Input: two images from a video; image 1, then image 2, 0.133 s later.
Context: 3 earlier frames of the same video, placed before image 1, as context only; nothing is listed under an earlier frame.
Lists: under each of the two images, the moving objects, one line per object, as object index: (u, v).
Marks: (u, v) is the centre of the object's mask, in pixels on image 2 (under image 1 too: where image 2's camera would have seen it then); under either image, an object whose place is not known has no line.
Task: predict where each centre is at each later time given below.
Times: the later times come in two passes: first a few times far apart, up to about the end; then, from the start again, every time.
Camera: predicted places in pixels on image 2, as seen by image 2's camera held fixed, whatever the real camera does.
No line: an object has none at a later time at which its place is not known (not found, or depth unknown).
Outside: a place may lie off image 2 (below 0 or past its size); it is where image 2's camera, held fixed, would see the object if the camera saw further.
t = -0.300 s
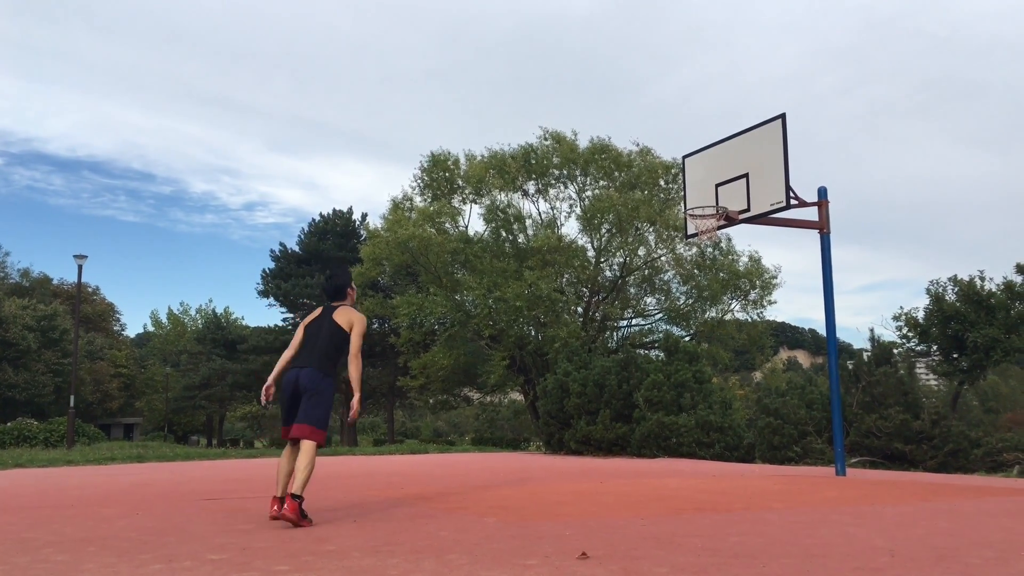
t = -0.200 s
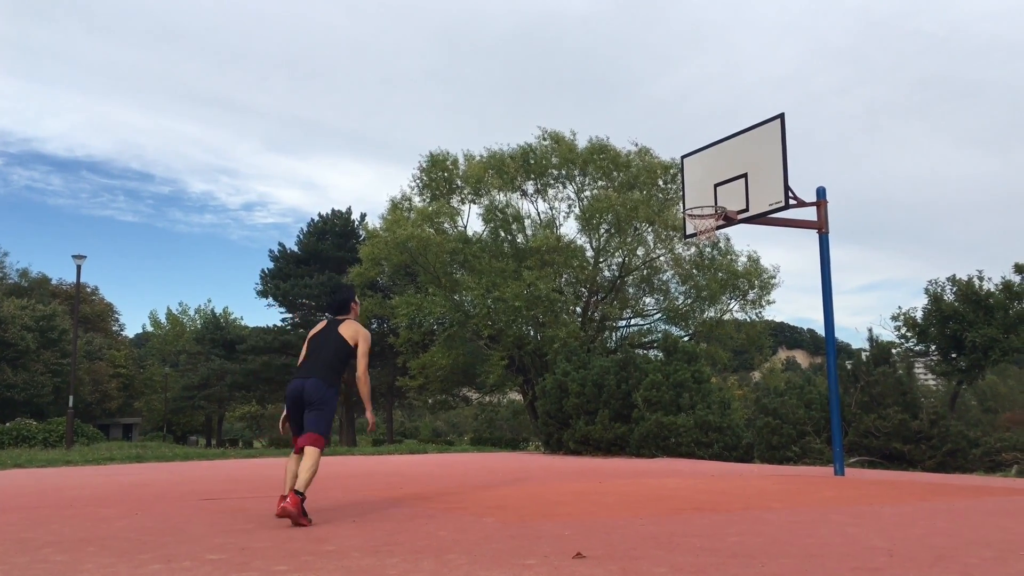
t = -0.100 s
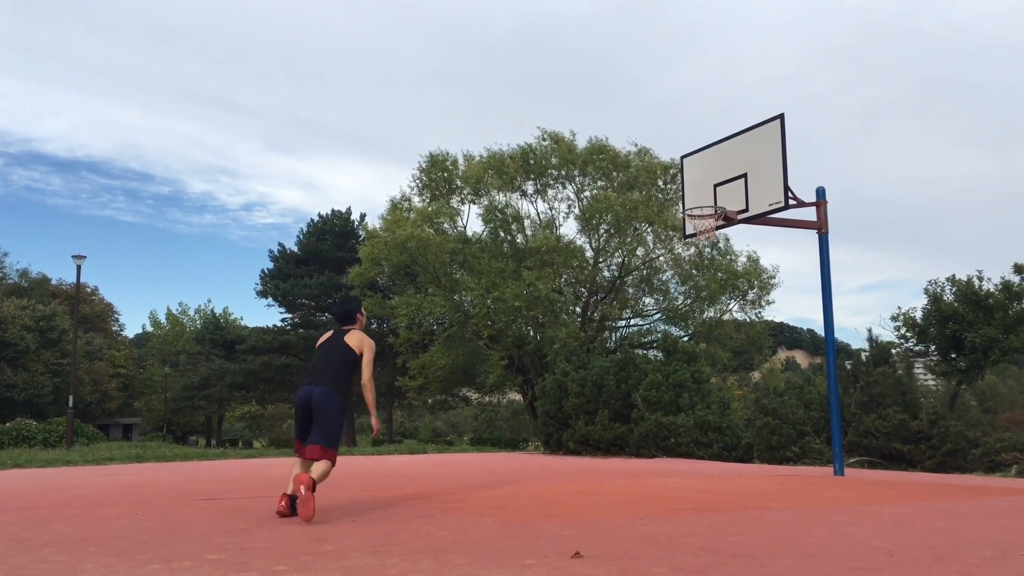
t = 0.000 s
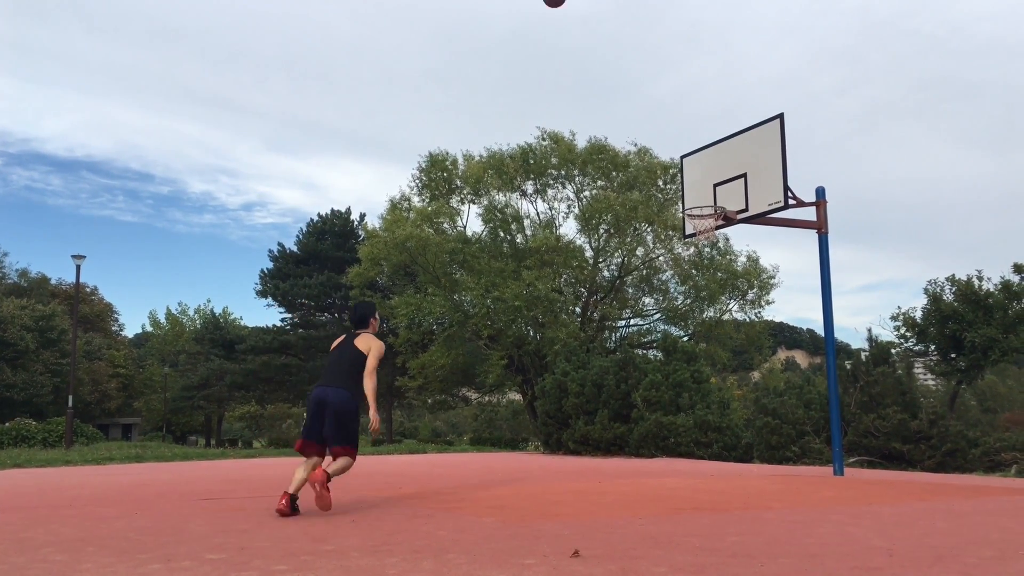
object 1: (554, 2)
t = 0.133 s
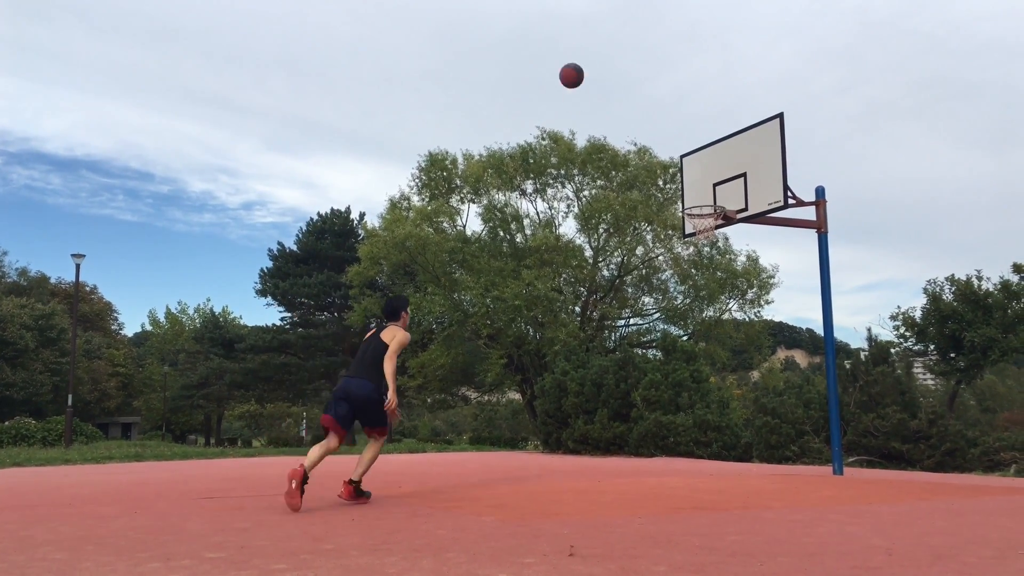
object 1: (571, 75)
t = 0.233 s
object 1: (585, 146)
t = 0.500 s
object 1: (619, 372)
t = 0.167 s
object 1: (576, 98)
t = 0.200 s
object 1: (580, 122)
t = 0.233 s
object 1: (585, 146)
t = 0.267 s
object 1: (589, 171)
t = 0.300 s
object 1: (593, 198)
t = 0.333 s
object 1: (598, 225)
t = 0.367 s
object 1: (602, 252)
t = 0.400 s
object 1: (606, 281)
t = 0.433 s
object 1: (611, 310)
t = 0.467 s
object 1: (615, 341)
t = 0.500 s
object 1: (619, 372)
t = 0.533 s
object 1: (624, 405)
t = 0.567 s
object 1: (628, 438)
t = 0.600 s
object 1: (633, 472)
